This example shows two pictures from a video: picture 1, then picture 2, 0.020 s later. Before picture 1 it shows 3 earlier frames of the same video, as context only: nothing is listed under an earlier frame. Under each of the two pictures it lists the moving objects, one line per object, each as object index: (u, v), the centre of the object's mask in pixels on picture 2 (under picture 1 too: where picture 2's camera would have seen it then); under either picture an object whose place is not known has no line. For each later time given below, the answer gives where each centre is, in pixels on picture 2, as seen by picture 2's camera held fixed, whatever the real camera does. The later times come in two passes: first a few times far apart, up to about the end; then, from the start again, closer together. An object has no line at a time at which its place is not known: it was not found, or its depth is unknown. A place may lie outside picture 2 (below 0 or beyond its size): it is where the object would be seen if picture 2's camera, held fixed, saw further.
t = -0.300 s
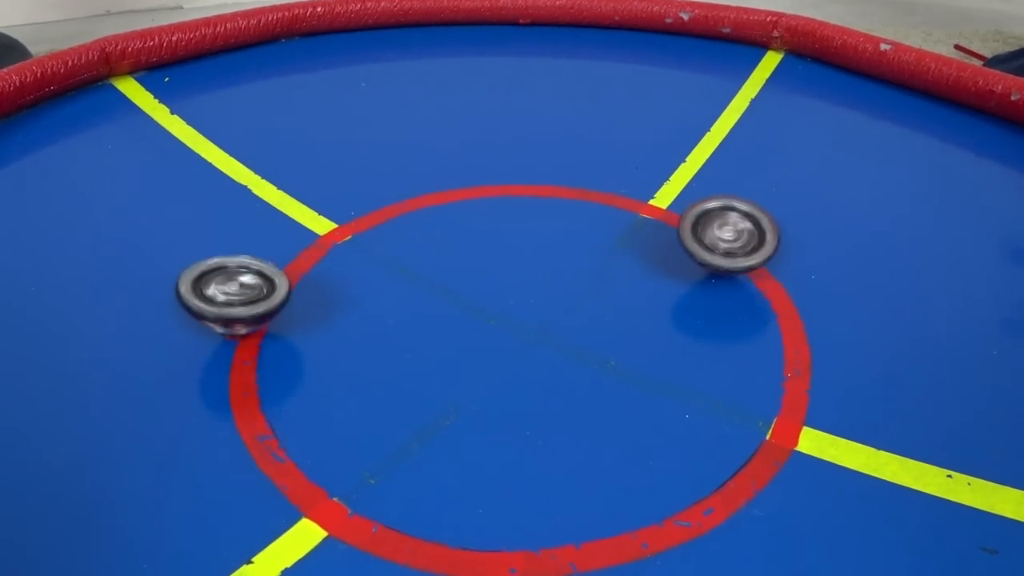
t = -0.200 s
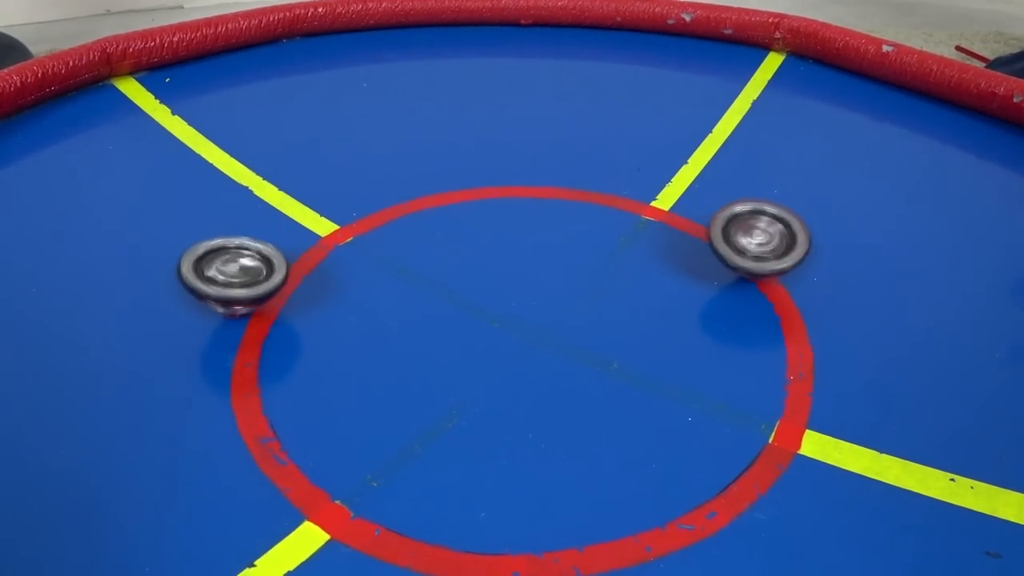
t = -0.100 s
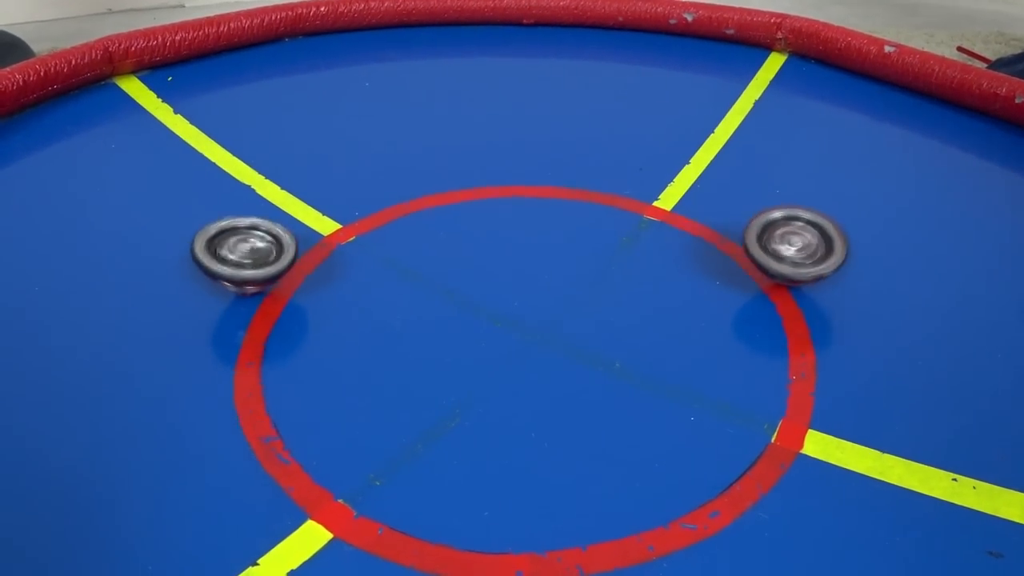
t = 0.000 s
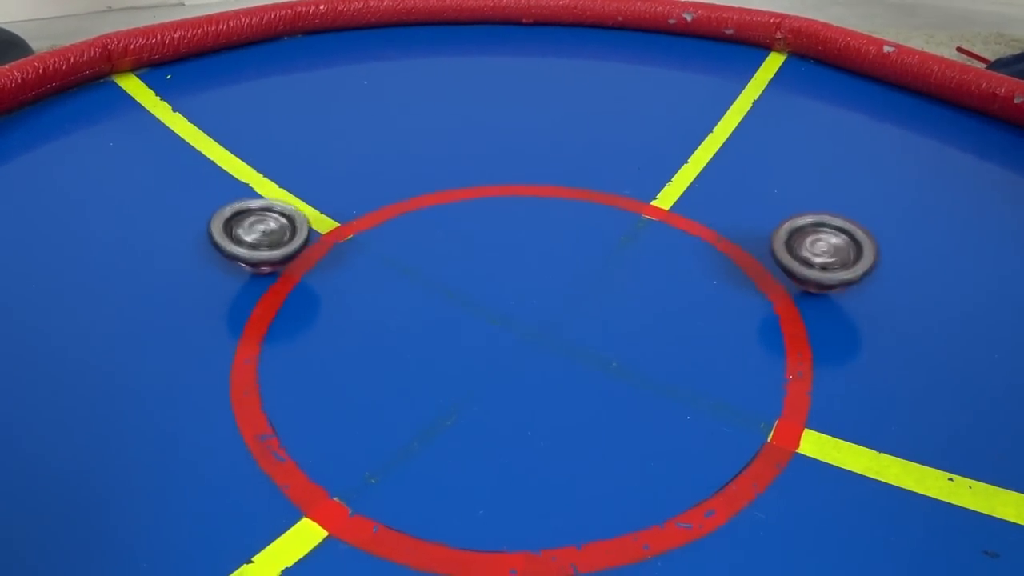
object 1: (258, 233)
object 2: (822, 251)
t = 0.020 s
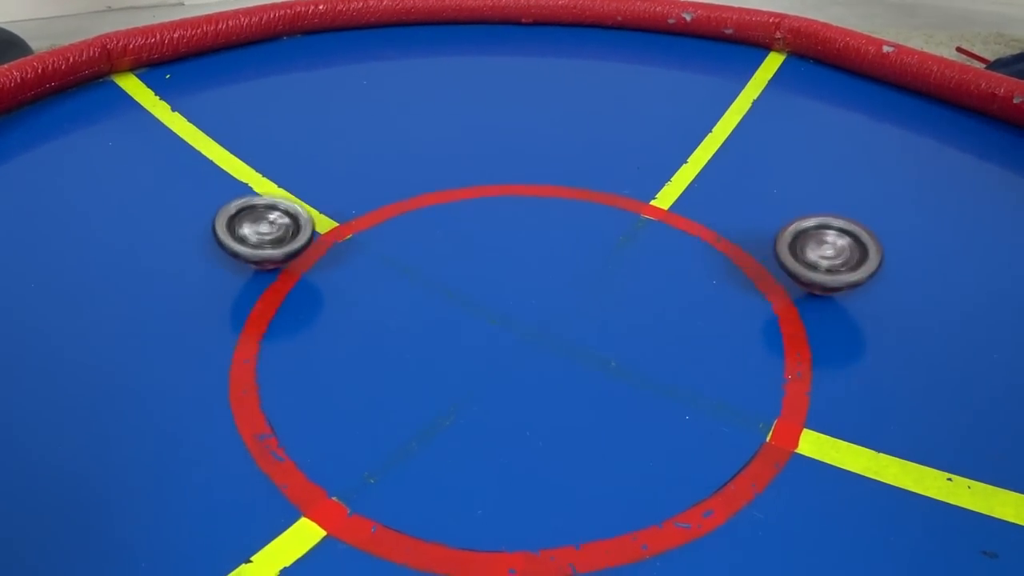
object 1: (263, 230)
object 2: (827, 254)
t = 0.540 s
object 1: (428, 206)
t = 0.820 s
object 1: (529, 237)
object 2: (745, 334)
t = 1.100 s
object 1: (568, 253)
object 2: (648, 358)
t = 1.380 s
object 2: (560, 344)
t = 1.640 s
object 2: (488, 336)
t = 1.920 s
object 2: (415, 321)
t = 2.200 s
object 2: (393, 292)
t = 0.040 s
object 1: (268, 227)
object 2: (834, 256)
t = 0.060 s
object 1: (272, 224)
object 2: (840, 258)
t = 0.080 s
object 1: (279, 222)
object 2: (844, 260)
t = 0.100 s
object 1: (283, 219)
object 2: (849, 262)
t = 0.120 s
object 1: (289, 218)
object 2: (855, 265)
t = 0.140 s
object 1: (295, 215)
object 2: (860, 268)
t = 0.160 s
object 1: (300, 213)
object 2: (863, 270)
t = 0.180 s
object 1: (307, 211)
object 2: (867, 273)
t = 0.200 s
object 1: (311, 209)
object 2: (871, 275)
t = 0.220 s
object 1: (317, 208)
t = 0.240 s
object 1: (324, 206)
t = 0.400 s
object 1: (377, 202)
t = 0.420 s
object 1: (383, 202)
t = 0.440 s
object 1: (392, 202)
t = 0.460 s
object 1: (398, 202)
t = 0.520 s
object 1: (420, 205)
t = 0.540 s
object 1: (428, 206)
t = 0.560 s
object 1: (436, 208)
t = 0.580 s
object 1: (444, 209)
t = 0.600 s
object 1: (452, 210)
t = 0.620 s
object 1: (459, 212)
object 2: (829, 323)
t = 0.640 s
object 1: (468, 213)
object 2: (822, 324)
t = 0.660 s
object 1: (474, 215)
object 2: (815, 326)
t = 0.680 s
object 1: (482, 218)
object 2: (807, 327)
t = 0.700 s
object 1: (490, 220)
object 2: (799, 329)
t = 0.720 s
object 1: (496, 222)
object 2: (792, 330)
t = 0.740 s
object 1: (503, 225)
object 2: (783, 332)
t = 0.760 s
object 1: (509, 227)
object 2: (774, 333)
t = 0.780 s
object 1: (517, 231)
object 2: (766, 333)
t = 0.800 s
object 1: (525, 234)
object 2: (755, 333)
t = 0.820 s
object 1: (529, 237)
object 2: (745, 334)
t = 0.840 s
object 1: (536, 240)
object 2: (734, 334)
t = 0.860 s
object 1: (543, 243)
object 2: (725, 334)
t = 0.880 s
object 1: (549, 248)
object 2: (716, 333)
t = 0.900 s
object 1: (556, 251)
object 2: (704, 333)
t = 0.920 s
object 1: (560, 255)
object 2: (694, 332)
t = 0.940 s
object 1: (566, 259)
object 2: (684, 331)
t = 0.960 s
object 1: (571, 263)
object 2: (674, 331)
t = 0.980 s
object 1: (576, 268)
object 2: (662, 329)
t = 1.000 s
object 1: (579, 269)
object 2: (657, 330)
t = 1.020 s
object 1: (575, 265)
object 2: (656, 338)
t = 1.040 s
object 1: (575, 261)
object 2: (656, 345)
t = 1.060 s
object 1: (571, 257)
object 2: (654, 350)
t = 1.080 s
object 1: (570, 255)
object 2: (651, 354)
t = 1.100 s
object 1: (568, 253)
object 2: (648, 358)
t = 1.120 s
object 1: (566, 252)
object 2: (645, 360)
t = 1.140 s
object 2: (640, 362)
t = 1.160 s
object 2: (635, 363)
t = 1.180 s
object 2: (628, 363)
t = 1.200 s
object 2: (623, 362)
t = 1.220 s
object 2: (615, 361)
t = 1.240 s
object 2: (608, 359)
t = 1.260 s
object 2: (602, 357)
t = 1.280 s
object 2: (594, 356)
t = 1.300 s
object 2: (587, 354)
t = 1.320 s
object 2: (580, 352)
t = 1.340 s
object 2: (573, 349)
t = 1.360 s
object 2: (566, 347)
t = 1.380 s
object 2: (560, 344)
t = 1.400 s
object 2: (553, 341)
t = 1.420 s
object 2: (547, 339)
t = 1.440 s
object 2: (540, 336)
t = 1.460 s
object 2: (535, 336)
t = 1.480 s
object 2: (528, 336)
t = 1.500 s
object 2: (523, 337)
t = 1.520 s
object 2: (518, 336)
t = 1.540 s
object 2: (513, 335)
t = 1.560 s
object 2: (508, 335)
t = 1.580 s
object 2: (504, 336)
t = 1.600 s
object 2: (498, 335)
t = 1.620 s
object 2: (493, 335)
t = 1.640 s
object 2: (488, 336)
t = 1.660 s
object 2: (480, 335)
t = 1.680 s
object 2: (474, 335)
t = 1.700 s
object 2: (470, 335)
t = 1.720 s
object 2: (463, 333)
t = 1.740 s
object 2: (458, 333)
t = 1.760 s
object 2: (454, 332)
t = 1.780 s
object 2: (447, 331)
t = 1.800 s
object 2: (442, 330)
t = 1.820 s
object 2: (439, 329)
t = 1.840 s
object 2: (433, 327)
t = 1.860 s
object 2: (428, 326)
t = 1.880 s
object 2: (425, 324)
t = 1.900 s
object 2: (419, 322)
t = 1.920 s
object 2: (415, 321)
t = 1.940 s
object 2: (413, 319)
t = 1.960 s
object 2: (408, 316)
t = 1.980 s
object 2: (406, 315)
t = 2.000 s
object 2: (404, 312)
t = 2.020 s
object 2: (401, 310)
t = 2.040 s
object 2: (399, 308)
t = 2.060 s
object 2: (398, 305)
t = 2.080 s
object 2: (395, 303)
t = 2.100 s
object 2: (394, 301)
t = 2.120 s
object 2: (393, 298)
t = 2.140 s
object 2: (391, 296)
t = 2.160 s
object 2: (391, 295)
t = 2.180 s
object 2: (393, 293)
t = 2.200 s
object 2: (393, 292)
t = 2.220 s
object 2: (396, 291)
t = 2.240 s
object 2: (400, 290)
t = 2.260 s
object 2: (402, 289)
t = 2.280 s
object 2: (406, 289)
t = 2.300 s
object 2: (410, 288)
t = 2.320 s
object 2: (413, 287)
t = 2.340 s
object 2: (417, 286)
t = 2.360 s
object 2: (420, 287)
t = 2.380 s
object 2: (421, 287)
